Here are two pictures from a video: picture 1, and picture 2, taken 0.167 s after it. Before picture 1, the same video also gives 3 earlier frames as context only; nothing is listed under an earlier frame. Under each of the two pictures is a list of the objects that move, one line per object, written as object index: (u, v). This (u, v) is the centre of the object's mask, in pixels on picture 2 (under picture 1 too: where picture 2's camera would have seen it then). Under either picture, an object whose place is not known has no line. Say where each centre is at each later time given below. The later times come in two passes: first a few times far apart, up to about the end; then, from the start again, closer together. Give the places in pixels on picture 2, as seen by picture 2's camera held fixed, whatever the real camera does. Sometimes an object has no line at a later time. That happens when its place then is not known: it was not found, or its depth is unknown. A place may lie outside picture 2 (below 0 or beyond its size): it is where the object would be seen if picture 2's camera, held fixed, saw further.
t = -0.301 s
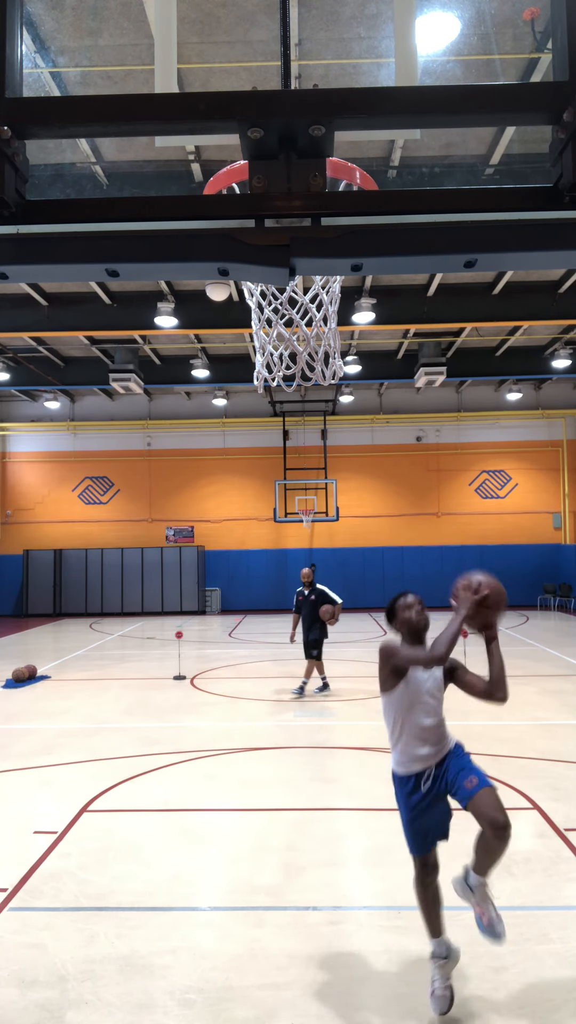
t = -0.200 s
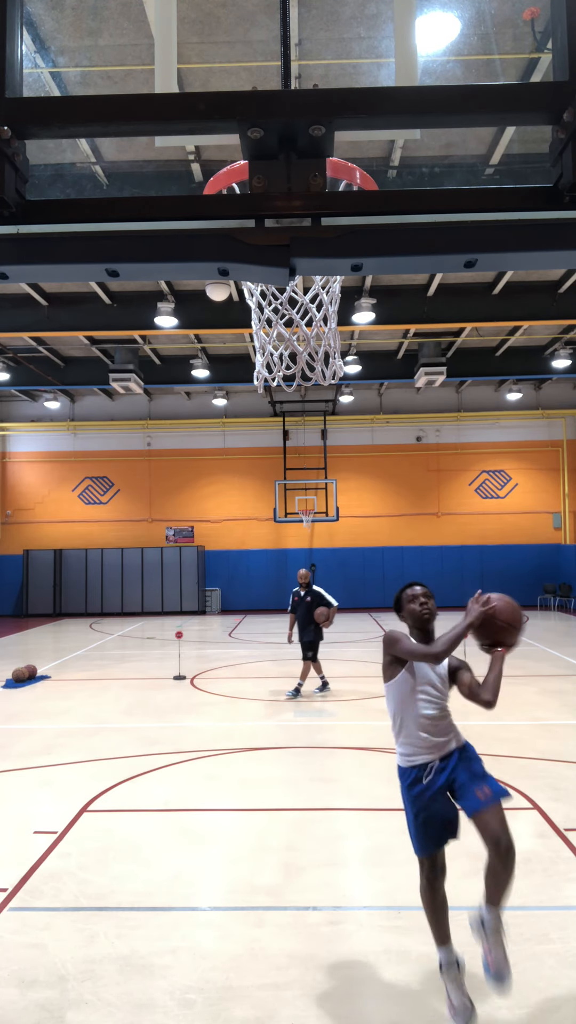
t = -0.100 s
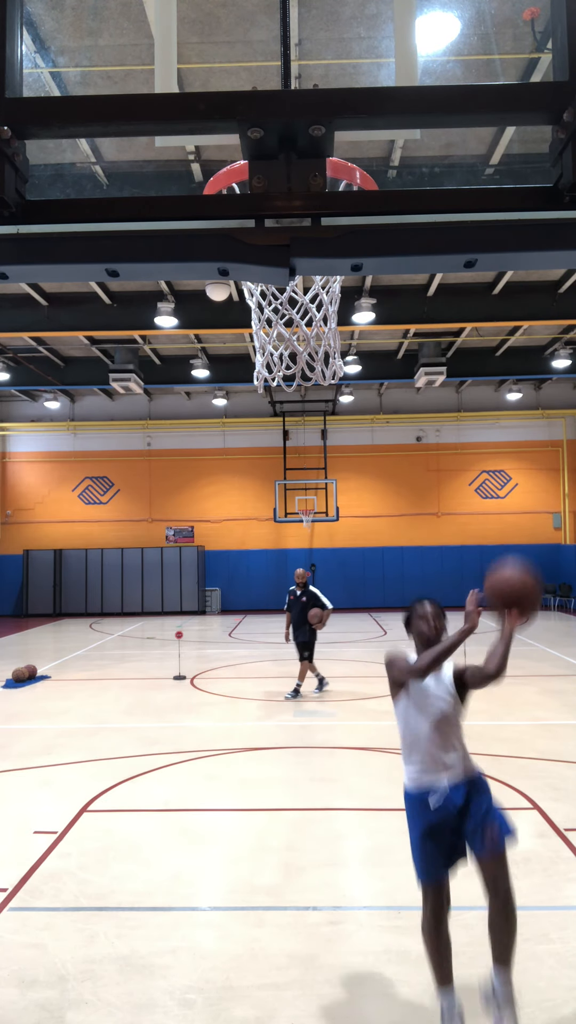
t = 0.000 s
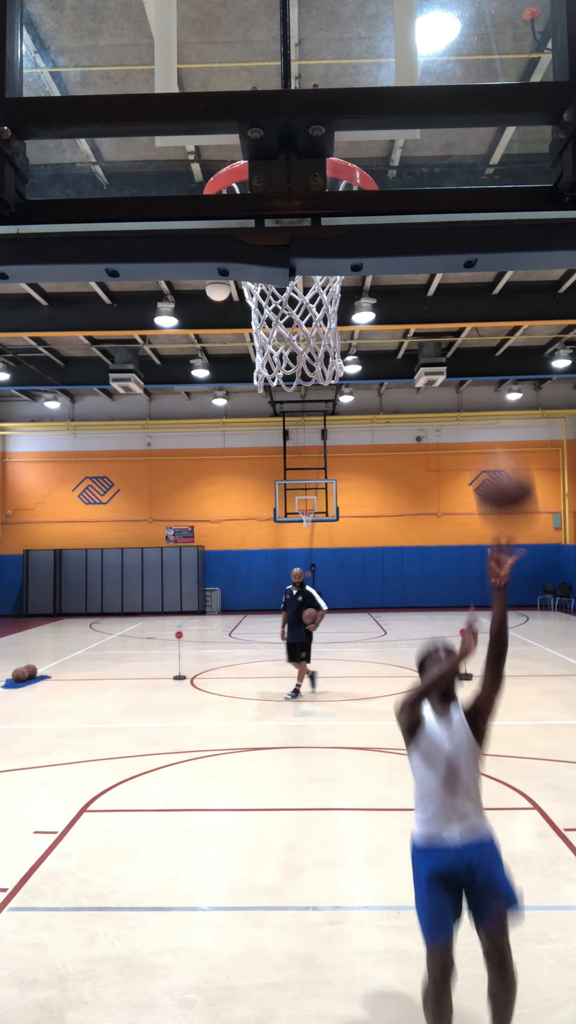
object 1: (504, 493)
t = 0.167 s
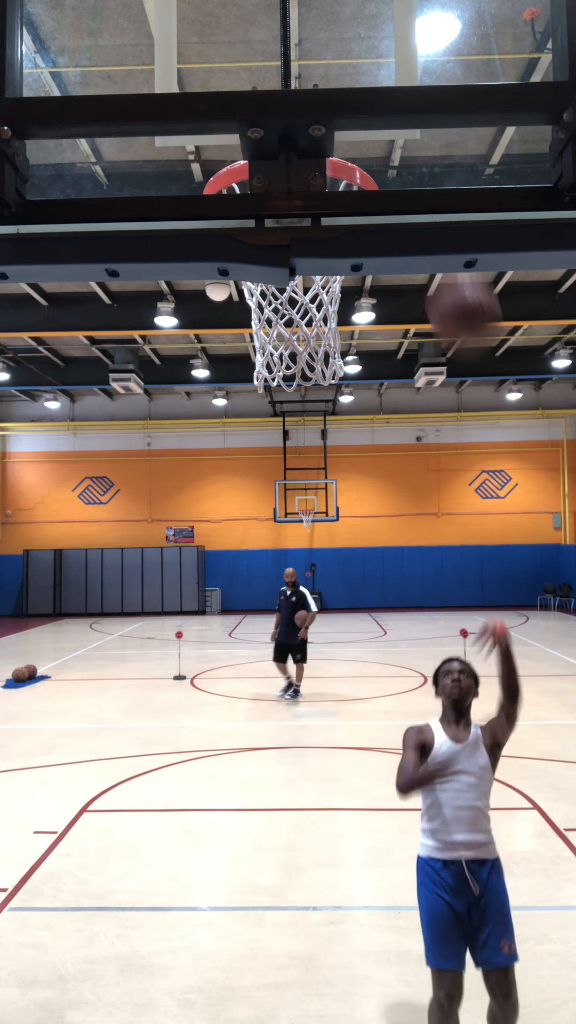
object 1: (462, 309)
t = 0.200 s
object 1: (456, 297)
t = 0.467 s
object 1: (353, 57)
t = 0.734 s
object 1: (291, 302)
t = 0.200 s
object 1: (456, 297)
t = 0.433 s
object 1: (366, 69)
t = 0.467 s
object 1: (353, 57)
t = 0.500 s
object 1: (339, 52)
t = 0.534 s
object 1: (333, 56)
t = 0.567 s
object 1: (325, 72)
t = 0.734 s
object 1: (291, 302)
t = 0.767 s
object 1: (294, 293)
